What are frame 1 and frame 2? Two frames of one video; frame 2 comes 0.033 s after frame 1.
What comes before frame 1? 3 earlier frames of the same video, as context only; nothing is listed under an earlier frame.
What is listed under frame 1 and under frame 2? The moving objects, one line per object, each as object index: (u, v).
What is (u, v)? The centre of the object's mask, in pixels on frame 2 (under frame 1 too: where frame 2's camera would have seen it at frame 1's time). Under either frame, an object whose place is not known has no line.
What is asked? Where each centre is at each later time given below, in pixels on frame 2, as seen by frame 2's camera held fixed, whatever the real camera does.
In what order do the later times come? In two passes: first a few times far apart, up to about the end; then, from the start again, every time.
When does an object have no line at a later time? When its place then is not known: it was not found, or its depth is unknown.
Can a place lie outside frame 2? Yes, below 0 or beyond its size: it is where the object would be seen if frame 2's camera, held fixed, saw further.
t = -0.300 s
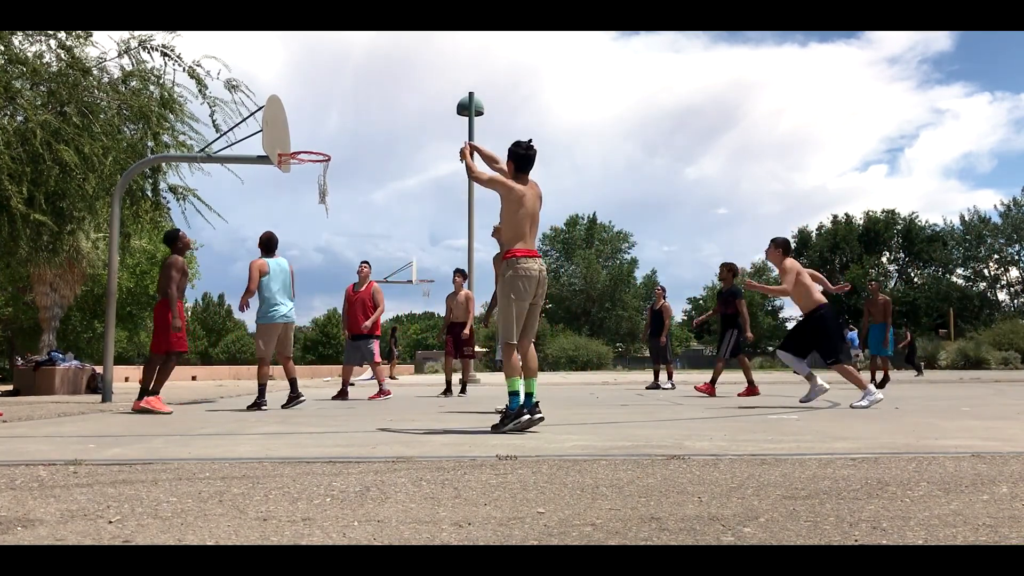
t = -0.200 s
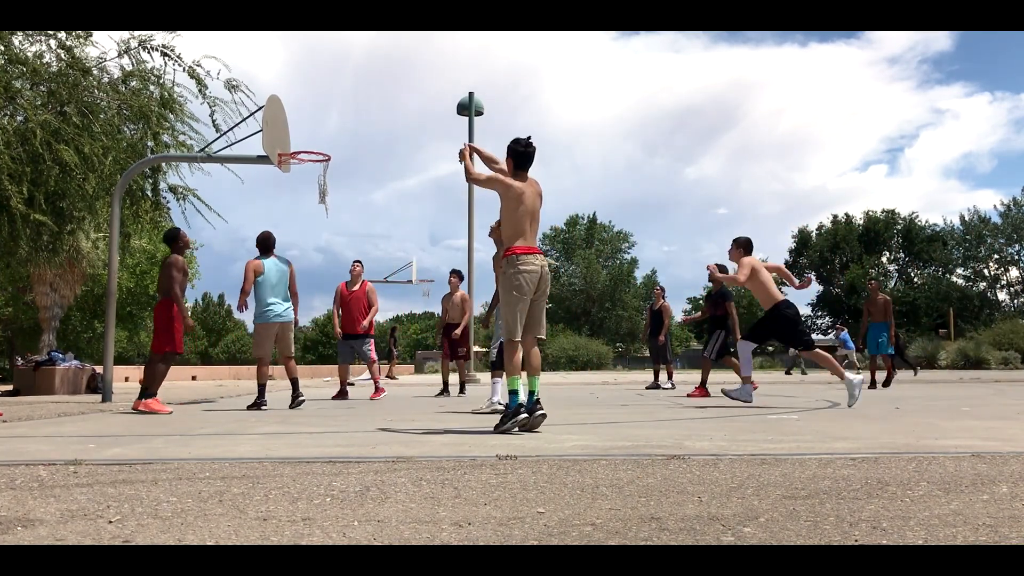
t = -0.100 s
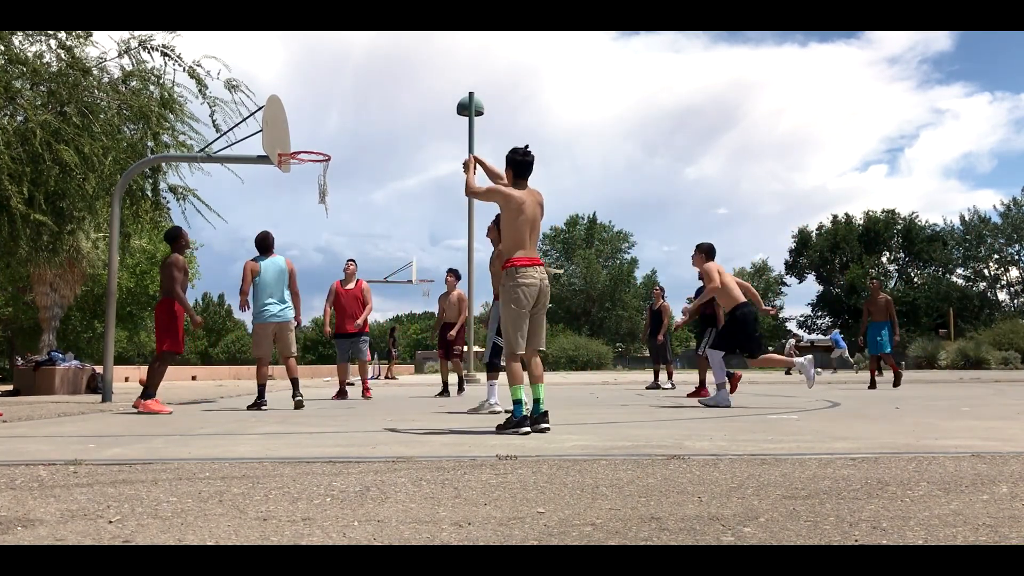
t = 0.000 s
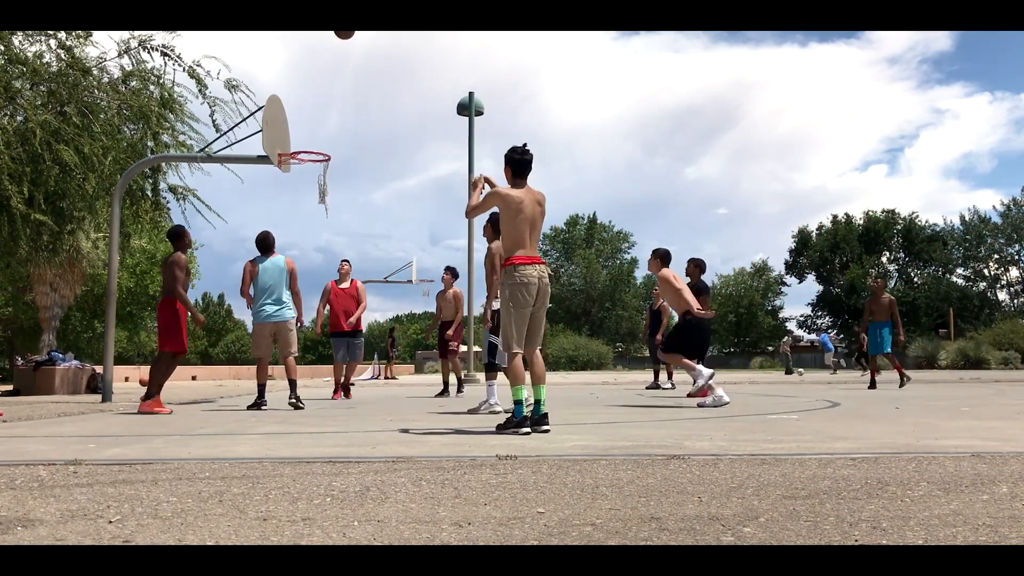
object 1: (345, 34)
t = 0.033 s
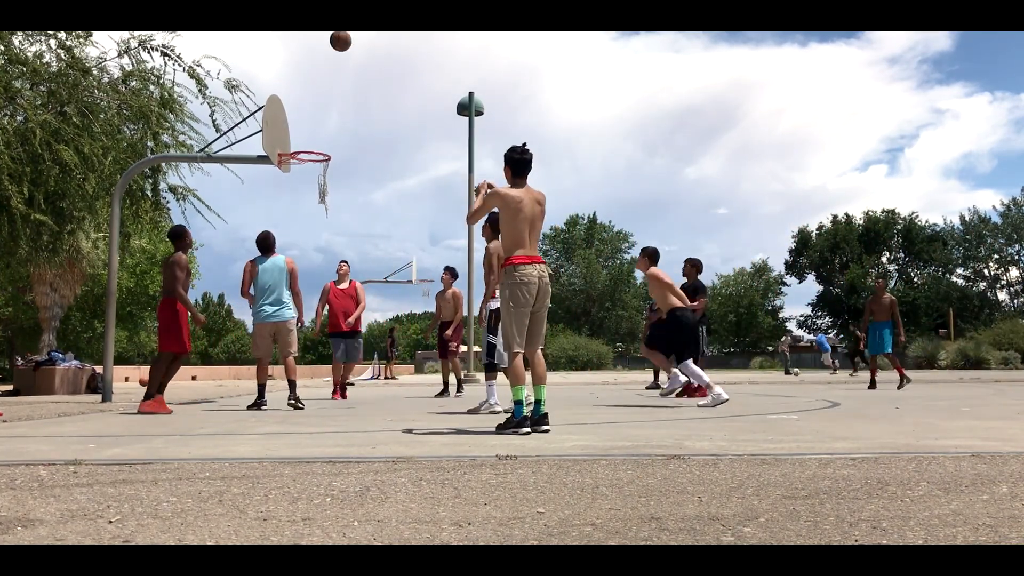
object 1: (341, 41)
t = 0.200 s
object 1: (324, 110)
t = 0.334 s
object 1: (308, 167)
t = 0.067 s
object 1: (337, 53)
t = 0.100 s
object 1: (333, 67)
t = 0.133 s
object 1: (330, 81)
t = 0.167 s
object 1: (327, 95)
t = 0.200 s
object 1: (324, 110)
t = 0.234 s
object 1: (320, 126)
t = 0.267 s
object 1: (318, 142)
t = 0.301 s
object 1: (314, 159)
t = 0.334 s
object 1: (308, 167)
